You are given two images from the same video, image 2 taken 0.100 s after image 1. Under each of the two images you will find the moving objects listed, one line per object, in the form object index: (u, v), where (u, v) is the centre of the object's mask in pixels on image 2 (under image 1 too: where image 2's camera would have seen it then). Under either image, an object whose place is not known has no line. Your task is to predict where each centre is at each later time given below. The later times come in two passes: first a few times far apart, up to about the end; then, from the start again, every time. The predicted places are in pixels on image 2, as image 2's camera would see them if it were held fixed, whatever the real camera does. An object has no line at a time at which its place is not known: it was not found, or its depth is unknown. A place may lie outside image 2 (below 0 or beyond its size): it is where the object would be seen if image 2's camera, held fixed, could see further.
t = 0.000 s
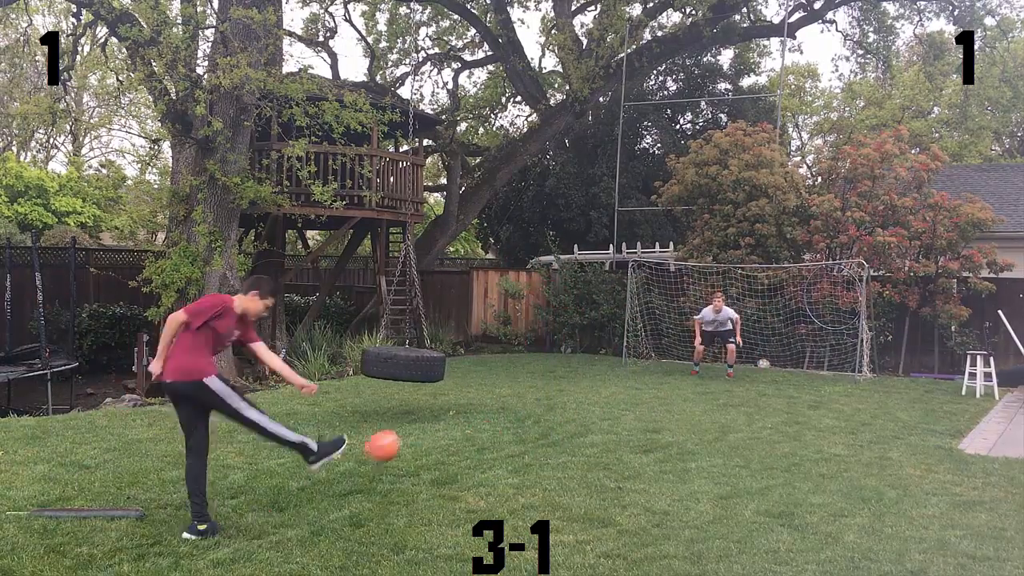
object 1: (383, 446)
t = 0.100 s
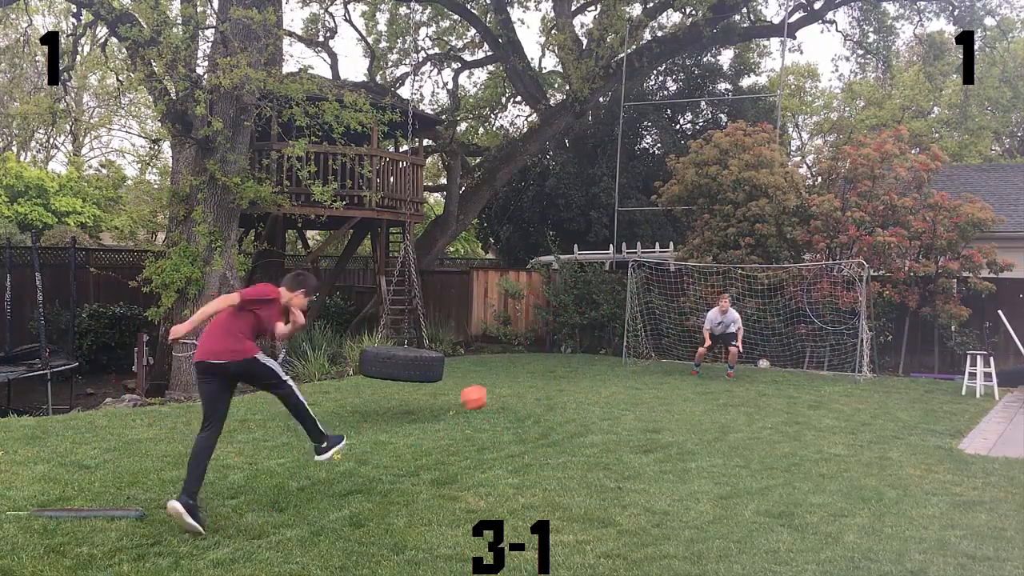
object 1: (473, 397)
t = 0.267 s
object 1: (556, 373)
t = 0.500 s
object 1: (608, 364)
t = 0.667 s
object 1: (625, 354)
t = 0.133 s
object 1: (495, 388)
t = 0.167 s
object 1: (513, 382)
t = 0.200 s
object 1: (529, 378)
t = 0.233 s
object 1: (544, 375)
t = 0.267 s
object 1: (556, 373)
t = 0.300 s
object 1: (568, 373)
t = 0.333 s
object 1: (577, 374)
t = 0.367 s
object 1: (585, 376)
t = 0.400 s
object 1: (593, 377)
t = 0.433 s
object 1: (599, 374)
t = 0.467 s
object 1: (604, 368)
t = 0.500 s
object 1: (608, 364)
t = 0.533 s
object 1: (612, 360)
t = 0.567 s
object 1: (616, 357)
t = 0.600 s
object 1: (619, 356)
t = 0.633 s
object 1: (621, 355)
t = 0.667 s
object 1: (625, 354)
